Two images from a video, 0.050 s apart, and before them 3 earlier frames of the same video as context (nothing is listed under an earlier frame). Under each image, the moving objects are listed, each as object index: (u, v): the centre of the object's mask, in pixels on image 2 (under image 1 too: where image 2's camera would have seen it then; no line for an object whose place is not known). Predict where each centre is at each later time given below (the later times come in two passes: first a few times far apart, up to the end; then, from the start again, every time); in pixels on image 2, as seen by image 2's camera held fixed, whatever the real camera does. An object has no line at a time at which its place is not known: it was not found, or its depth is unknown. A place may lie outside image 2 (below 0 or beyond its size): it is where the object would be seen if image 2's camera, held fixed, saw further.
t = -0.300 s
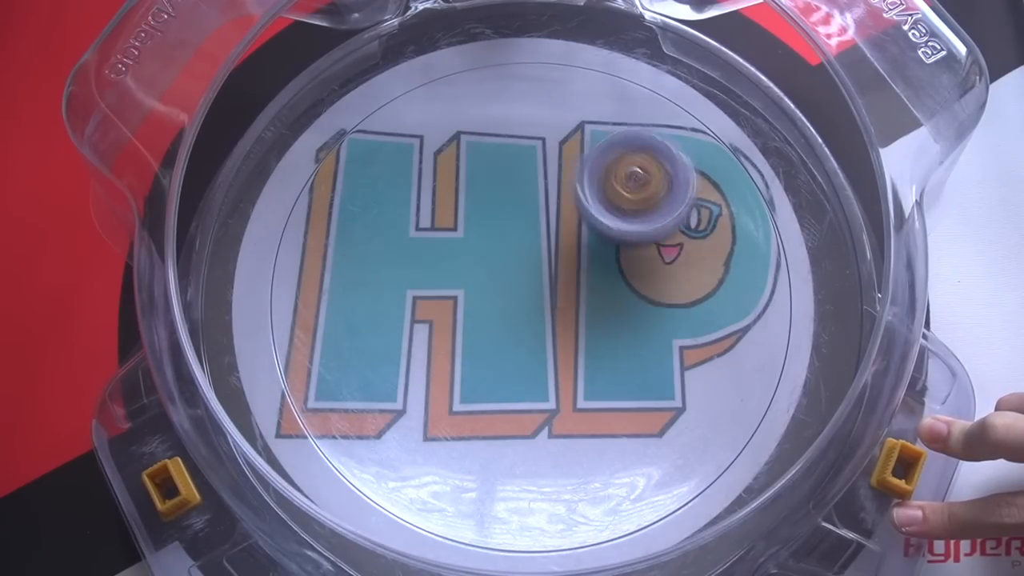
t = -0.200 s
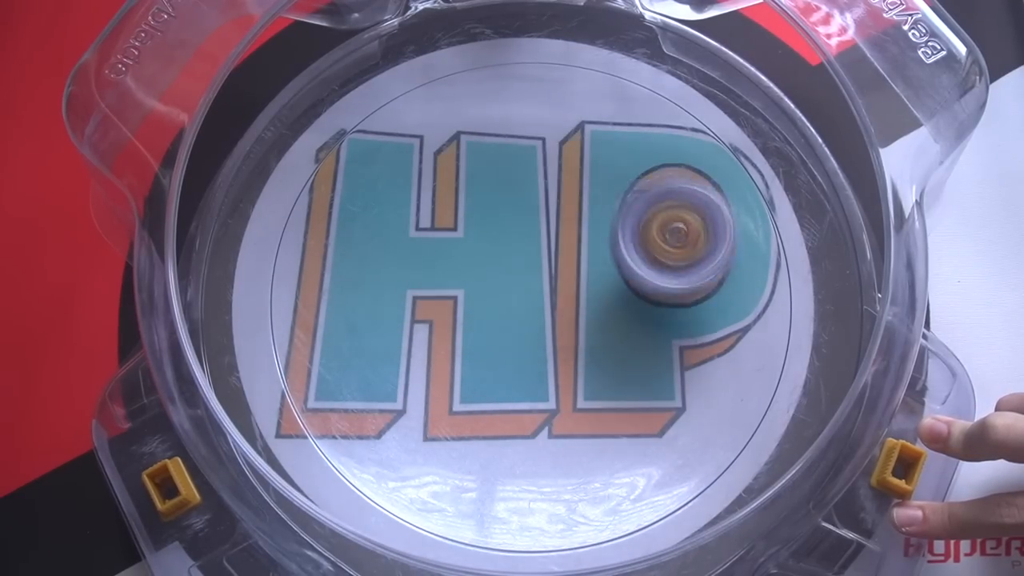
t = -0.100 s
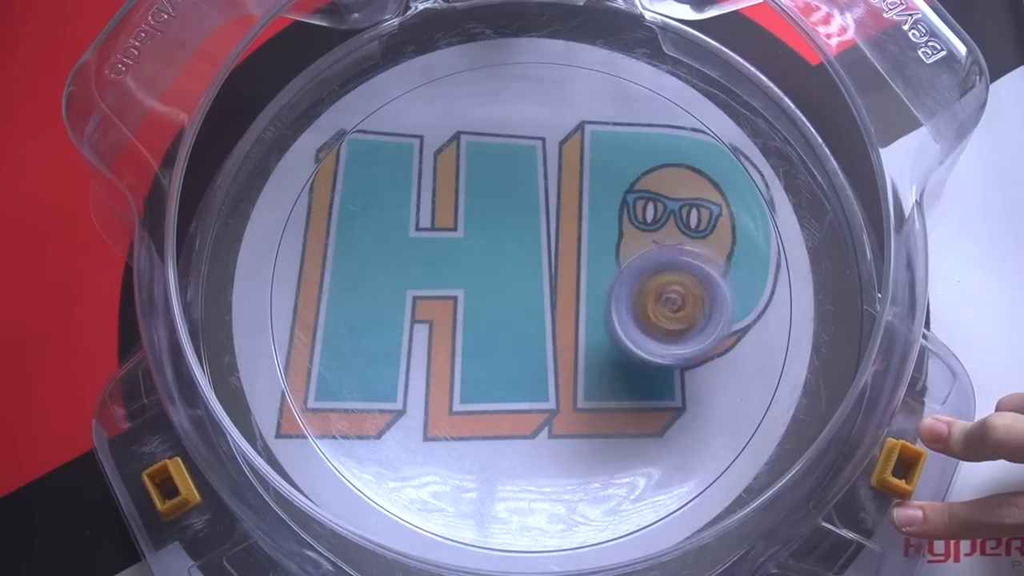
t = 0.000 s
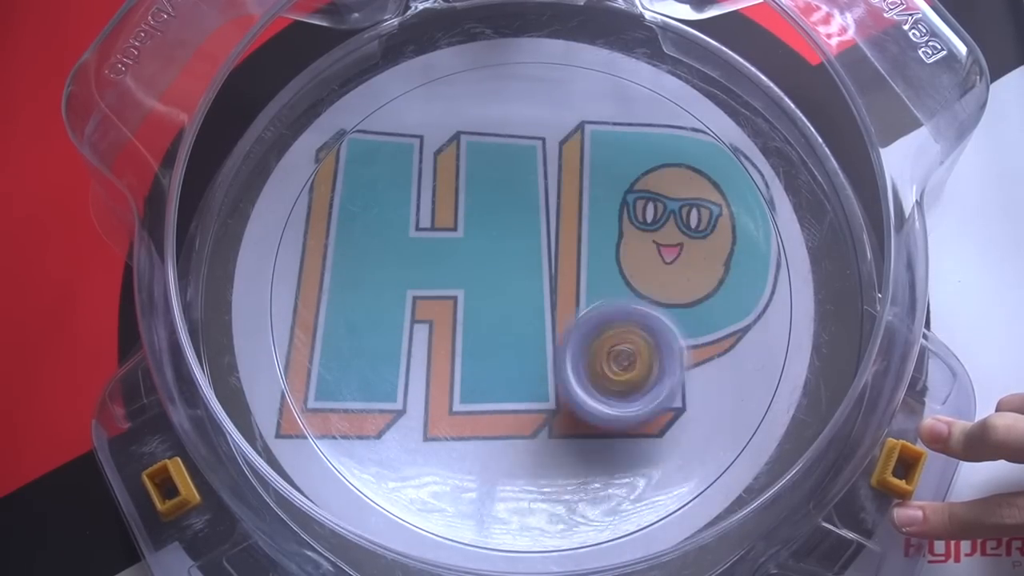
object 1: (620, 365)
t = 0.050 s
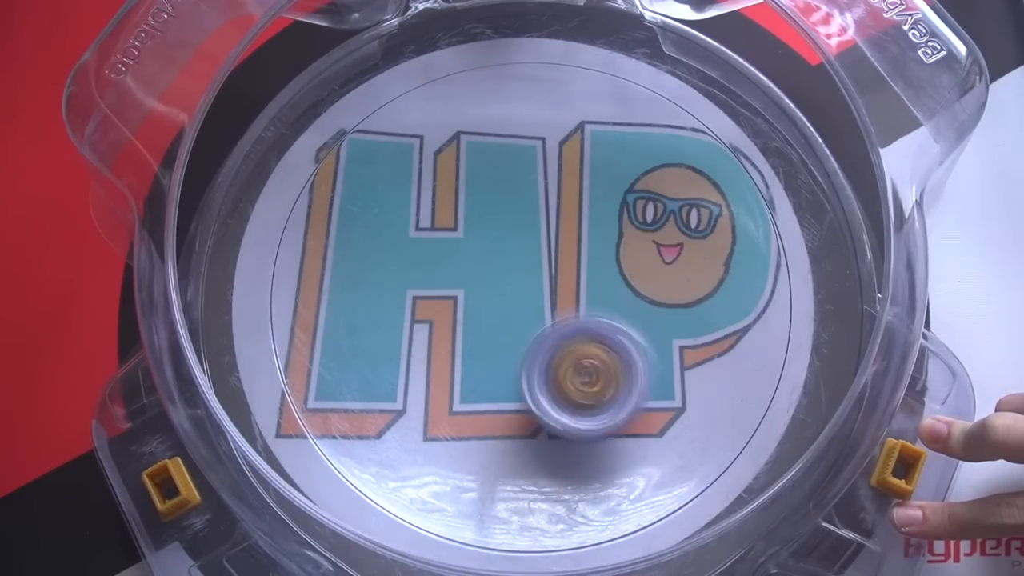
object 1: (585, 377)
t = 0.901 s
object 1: (620, 251)
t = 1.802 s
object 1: (541, 194)
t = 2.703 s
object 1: (423, 246)
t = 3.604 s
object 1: (473, 400)
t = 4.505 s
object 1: (655, 331)
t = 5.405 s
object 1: (557, 181)
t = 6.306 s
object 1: (439, 266)
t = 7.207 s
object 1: (508, 357)
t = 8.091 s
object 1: (598, 305)
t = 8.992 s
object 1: (553, 211)
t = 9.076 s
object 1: (584, 214)
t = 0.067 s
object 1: (572, 381)
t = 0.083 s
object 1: (558, 383)
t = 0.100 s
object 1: (546, 385)
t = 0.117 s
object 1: (533, 384)
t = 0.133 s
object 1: (521, 384)
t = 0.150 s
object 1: (508, 380)
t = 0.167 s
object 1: (497, 379)
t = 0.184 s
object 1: (484, 374)
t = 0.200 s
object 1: (473, 369)
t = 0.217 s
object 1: (462, 364)
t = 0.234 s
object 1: (454, 356)
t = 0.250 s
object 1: (442, 349)
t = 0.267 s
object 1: (433, 339)
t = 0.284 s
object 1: (425, 333)
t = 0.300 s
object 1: (418, 322)
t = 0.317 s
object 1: (412, 314)
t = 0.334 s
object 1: (407, 303)
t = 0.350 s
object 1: (403, 295)
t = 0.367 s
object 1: (399, 284)
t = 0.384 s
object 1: (397, 275)
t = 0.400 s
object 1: (395, 264)
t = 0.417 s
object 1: (396, 254)
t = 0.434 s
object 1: (396, 243)
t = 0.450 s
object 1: (398, 235)
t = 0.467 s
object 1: (400, 224)
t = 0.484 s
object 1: (405, 215)
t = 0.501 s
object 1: (408, 206)
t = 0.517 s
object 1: (414, 198)
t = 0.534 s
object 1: (420, 188)
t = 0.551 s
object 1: (430, 179)
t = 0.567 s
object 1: (438, 173)
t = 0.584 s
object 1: (448, 167)
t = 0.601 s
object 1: (457, 163)
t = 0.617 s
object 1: (468, 159)
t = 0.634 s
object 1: (478, 158)
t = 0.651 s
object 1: (490, 156)
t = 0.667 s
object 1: (501, 157)
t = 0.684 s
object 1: (512, 157)
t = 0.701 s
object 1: (524, 160)
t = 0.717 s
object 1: (534, 163)
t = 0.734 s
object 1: (545, 167)
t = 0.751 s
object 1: (554, 171)
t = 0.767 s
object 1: (565, 178)
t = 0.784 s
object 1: (574, 185)
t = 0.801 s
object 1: (583, 193)
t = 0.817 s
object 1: (590, 202)
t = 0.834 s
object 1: (598, 210)
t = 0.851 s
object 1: (604, 219)
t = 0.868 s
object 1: (611, 230)
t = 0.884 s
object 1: (616, 241)
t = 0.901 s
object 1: (620, 251)
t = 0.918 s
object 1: (622, 263)
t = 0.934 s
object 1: (625, 273)
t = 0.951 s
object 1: (625, 285)
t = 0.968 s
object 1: (626, 295)
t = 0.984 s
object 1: (625, 307)
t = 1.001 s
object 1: (624, 318)
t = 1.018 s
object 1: (622, 330)
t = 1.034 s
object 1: (619, 339)
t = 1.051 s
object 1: (615, 351)
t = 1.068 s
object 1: (609, 359)
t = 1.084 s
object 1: (603, 370)
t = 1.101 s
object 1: (596, 378)
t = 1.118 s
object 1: (589, 387)
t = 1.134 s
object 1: (580, 394)
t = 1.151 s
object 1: (572, 402)
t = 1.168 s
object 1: (561, 407)
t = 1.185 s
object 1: (551, 413)
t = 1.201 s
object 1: (540, 416)
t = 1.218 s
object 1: (530, 420)
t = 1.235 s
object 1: (518, 421)
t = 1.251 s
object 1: (507, 423)
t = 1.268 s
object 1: (495, 422)
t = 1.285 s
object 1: (485, 420)
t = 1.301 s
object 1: (473, 417)
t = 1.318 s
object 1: (463, 414)
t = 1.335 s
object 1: (452, 408)
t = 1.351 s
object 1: (444, 403)
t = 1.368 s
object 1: (434, 395)
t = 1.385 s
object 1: (428, 387)
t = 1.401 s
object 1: (420, 377)
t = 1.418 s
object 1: (416, 368)
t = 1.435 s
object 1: (411, 358)
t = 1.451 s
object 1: (409, 348)
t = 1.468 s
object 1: (406, 335)
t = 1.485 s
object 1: (407, 324)
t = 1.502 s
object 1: (406, 313)
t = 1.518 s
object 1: (408, 304)
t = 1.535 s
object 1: (409, 294)
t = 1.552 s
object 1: (414, 283)
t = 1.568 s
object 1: (418, 273)
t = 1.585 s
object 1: (424, 264)
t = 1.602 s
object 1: (429, 254)
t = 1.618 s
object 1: (437, 246)
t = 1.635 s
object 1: (444, 238)
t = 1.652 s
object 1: (453, 231)
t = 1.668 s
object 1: (461, 223)
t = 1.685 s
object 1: (471, 217)
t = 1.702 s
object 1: (480, 211)
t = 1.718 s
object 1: (490, 207)
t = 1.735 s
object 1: (499, 202)
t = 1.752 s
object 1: (511, 199)
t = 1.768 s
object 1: (521, 197)
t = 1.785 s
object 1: (531, 195)
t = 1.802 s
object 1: (541, 194)
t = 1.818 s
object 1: (552, 194)
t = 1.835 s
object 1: (563, 195)
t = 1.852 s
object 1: (574, 196)
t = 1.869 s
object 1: (584, 197)
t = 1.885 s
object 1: (594, 199)
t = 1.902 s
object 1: (604, 203)
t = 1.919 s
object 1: (614, 205)
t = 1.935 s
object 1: (622, 210)
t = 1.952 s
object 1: (631, 216)
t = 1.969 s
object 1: (637, 222)
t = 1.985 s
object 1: (647, 230)
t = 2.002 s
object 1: (652, 237)
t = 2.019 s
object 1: (658, 245)
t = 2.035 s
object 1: (663, 252)
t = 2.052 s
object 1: (666, 264)
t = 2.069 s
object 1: (668, 273)
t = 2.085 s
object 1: (670, 282)
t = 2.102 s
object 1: (670, 291)
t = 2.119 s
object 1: (671, 302)
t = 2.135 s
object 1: (669, 313)
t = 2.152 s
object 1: (667, 322)
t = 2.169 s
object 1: (663, 331)
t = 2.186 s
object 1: (660, 339)
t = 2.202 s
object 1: (653, 350)
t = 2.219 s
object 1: (647, 358)
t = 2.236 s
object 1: (637, 366)
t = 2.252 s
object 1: (630, 373)
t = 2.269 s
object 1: (622, 377)
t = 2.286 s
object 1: (608, 382)
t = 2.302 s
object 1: (597, 384)
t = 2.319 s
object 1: (586, 388)
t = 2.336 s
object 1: (573, 388)
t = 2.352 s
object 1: (561, 389)
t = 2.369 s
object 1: (548, 388)
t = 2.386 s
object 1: (537, 387)
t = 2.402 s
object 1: (525, 383)
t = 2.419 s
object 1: (514, 381)
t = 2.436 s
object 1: (504, 376)
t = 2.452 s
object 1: (492, 372)
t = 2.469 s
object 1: (483, 364)
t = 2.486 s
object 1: (474, 360)
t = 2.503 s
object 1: (466, 350)
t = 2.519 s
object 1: (459, 345)
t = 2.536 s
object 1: (452, 335)
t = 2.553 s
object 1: (446, 328)
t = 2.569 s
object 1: (441, 320)
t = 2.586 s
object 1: (435, 311)
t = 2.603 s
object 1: (433, 304)
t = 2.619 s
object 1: (429, 293)
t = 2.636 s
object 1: (427, 285)
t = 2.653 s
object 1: (423, 275)
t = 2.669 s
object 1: (423, 266)
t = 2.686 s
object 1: (422, 255)
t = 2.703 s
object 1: (423, 246)
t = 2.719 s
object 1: (424, 235)
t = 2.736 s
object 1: (427, 226)
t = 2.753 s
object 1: (429, 216)
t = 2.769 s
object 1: (434, 209)
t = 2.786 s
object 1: (438, 200)
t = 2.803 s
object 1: (444, 194)
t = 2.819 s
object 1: (450, 186)
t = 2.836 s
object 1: (456, 181)
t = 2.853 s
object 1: (464, 174)
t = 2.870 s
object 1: (469, 170)
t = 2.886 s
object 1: (479, 165)
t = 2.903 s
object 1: (486, 162)
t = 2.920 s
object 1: (496, 159)
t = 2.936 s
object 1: (505, 157)
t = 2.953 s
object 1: (516, 158)
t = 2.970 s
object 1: (524, 158)
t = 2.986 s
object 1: (534, 160)
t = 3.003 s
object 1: (543, 162)
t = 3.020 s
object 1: (553, 167)
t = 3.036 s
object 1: (562, 170)
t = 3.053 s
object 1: (572, 177)
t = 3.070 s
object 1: (580, 183)
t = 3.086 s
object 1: (588, 190)
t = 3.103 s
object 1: (595, 197)
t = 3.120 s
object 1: (601, 205)
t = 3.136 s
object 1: (607, 213)
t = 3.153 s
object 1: (610, 223)
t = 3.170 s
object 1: (615, 232)
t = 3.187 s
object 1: (617, 242)
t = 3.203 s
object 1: (620, 251)
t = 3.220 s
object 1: (619, 262)
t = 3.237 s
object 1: (620, 271)
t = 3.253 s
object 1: (618, 282)
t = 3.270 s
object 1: (618, 292)
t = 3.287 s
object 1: (615, 302)
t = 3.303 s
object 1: (614, 313)
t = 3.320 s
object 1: (611, 321)
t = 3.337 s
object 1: (607, 332)
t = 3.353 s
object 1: (603, 340)
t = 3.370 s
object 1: (598, 350)
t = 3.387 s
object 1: (591, 357)
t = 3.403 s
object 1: (585, 366)
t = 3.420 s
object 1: (578, 371)
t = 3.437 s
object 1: (570, 379)
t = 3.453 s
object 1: (562, 384)
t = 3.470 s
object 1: (552, 390)
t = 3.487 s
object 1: (544, 394)
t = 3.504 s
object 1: (534, 398)
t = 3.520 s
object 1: (525, 400)
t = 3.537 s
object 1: (514, 401)
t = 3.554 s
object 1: (505, 403)
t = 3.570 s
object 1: (495, 402)
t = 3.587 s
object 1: (484, 402)
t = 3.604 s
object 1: (473, 400)
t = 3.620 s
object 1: (463, 398)
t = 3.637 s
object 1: (455, 392)
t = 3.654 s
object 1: (446, 389)
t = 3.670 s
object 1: (439, 381)
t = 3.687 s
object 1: (432, 377)
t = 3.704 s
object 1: (427, 370)
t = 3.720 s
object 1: (420, 364)
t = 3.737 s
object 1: (416, 355)
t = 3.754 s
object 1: (411, 346)
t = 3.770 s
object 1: (409, 337)
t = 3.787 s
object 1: (407, 326)
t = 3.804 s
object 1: (406, 318)
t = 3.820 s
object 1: (406, 307)
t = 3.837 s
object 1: (408, 298)
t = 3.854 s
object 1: (412, 289)
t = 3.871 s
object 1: (415, 280)
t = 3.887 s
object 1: (419, 272)
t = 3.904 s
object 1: (423, 263)
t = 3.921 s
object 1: (429, 257)
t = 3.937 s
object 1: (435, 248)
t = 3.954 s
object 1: (443, 242)
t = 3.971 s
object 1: (451, 235)
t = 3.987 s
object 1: (460, 230)
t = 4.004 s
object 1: (467, 224)
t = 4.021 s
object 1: (476, 219)
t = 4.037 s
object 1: (485, 214)
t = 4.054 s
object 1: (492, 211)
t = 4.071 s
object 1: (503, 209)
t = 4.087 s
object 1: (511, 207)
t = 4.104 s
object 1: (522, 207)
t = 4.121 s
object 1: (531, 205)
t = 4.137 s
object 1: (542, 206)
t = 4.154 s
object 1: (552, 206)
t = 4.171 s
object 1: (562, 209)
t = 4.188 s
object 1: (571, 210)
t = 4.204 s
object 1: (578, 212)
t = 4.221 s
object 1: (588, 213)
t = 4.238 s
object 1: (594, 217)
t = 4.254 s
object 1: (603, 220)
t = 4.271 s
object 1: (612, 223)
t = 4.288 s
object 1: (620, 229)
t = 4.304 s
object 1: (627, 234)
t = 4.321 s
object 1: (634, 242)
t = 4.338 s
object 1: (640, 248)
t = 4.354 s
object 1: (645, 256)
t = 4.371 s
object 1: (650, 263)
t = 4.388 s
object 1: (653, 271)
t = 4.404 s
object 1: (656, 278)
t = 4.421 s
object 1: (656, 285)
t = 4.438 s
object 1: (658, 293)
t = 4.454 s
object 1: (659, 301)
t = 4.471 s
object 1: (659, 312)
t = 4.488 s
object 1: (658, 320)
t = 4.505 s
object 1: (655, 331)
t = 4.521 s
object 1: (653, 338)
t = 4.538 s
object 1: (646, 346)
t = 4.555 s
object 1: (641, 352)
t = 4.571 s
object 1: (633, 359)
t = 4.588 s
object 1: (628, 366)
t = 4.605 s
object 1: (619, 370)
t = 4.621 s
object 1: (608, 376)
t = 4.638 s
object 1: (599, 377)
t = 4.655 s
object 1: (589, 381)
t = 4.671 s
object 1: (581, 383)
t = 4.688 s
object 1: (570, 385)
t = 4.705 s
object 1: (560, 385)
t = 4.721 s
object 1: (548, 384)
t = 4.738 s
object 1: (538, 383)
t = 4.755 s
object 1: (527, 379)
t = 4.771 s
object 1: (516, 376)
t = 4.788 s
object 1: (510, 373)
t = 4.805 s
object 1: (499, 368)
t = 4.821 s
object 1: (491, 363)
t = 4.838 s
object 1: (482, 357)
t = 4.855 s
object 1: (475, 352)
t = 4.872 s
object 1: (467, 343)
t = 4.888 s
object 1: (460, 337)
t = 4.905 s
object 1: (455, 328)
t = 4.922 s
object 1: (450, 320)
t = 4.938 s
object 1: (447, 313)
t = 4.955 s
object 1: (442, 305)
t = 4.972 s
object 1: (439, 297)
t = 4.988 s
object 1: (436, 287)
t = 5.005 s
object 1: (434, 279)
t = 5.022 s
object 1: (433, 269)
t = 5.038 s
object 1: (433, 261)
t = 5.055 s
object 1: (435, 253)
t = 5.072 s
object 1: (433, 245)
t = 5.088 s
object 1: (436, 238)
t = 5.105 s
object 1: (436, 229)
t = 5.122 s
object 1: (440, 222)
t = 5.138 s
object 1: (443, 213)
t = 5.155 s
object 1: (447, 207)
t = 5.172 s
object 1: (452, 202)
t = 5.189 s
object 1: (456, 195)
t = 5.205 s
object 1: (462, 189)
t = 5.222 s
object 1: (468, 183)
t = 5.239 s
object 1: (476, 180)
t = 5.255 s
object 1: (483, 175)
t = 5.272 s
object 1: (489, 173)
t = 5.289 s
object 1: (498, 170)
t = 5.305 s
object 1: (505, 168)
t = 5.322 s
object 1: (515, 169)
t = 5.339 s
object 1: (523, 169)
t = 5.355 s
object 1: (533, 172)
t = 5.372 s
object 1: (542, 173)
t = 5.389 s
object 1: (548, 178)
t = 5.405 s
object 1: (557, 181)
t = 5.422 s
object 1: (563, 185)
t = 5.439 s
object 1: (571, 191)
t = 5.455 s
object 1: (578, 195)
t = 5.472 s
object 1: (584, 203)
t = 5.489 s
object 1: (591, 209)
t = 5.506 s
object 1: (595, 218)
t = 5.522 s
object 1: (600, 225)
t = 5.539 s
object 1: (602, 233)
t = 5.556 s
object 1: (605, 241)
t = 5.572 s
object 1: (608, 248)
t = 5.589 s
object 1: (609, 259)
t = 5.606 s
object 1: (611, 268)
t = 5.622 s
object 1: (610, 278)
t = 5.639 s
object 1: (610, 287)
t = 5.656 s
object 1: (607, 295)
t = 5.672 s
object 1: (606, 304)
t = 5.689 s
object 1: (605, 311)
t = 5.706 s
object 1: (602, 321)
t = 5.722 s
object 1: (599, 330)
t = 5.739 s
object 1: (594, 339)
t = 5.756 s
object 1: (590, 347)
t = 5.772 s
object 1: (584, 353)
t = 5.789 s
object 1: (579, 360)
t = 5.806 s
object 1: (574, 363)
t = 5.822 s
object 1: (567, 371)
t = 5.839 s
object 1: (560, 375)
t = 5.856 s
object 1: (552, 381)
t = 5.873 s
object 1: (544, 386)
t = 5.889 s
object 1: (536, 388)
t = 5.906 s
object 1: (527, 391)
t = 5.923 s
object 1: (518, 391)
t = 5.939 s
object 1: (510, 393)
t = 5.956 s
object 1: (503, 394)
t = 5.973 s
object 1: (494, 395)
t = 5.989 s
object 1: (485, 394)
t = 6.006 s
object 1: (475, 390)
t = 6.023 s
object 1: (467, 387)
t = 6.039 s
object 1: (460, 382)
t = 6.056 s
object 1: (452, 381)
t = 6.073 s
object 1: (447, 376)
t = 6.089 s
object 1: (439, 368)
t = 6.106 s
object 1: (434, 363)
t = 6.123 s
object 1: (430, 352)
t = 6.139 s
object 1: (427, 347)
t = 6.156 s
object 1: (426, 340)
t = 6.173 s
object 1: (422, 331)
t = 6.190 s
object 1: (422, 323)
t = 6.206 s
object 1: (421, 314)
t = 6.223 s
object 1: (422, 305)
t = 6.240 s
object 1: (425, 299)
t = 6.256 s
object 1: (426, 288)
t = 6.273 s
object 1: (430, 281)
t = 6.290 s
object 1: (434, 273)
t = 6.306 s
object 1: (439, 266)
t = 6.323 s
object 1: (445, 259)
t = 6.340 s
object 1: (449, 253)
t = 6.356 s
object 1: (456, 247)
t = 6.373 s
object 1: (462, 241)
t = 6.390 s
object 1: (470, 236)
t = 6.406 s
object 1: (477, 231)
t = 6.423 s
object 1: (483, 227)
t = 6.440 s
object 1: (491, 224)
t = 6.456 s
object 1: (500, 220)
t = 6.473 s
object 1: (508, 218)
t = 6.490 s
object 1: (517, 215)
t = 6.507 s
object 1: (524, 215)
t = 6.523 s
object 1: (532, 213)
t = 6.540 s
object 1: (540, 212)
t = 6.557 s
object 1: (550, 213)
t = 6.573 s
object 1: (559, 213)
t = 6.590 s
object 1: (566, 215)
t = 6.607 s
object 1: (574, 214)
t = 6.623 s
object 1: (580, 215)
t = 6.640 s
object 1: (590, 219)
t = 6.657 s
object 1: (598, 221)
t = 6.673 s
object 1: (604, 225)
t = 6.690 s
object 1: (612, 228)
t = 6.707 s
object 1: (616, 231)
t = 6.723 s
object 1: (623, 237)
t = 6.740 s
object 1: (629, 241)
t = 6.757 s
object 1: (634, 249)
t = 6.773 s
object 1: (639, 254)
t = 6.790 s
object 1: (639, 259)
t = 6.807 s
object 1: (643, 266)
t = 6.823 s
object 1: (646, 273)
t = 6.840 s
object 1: (646, 283)
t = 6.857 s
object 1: (648, 290)
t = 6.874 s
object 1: (644, 296)
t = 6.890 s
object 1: (644, 304)
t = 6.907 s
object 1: (643, 311)
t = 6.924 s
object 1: (639, 320)
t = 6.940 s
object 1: (636, 327)
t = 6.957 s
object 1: (630, 333)
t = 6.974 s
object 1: (626, 339)
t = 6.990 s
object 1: (619, 343)
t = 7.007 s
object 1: (612, 350)
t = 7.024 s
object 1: (605, 354)
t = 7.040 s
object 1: (596, 358)
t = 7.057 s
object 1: (588, 361)
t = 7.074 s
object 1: (579, 361)
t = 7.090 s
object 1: (568, 364)
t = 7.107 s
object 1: (562, 365)
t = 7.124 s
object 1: (553, 365)
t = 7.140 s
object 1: (543, 365)
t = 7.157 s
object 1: (533, 362)
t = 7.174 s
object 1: (524, 362)
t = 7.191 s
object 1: (517, 360)
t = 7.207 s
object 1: (508, 357)
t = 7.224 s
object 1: (500, 354)
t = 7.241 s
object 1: (492, 349)
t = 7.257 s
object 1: (483, 346)
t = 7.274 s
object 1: (479, 341)
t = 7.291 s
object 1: (470, 335)
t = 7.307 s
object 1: (464, 330)
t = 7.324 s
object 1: (460, 321)
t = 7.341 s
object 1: (454, 317)
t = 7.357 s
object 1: (451, 312)
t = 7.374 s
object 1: (446, 304)
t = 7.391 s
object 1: (443, 298)
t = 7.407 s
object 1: (441, 289)
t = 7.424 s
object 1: (438, 284)
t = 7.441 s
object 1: (435, 277)
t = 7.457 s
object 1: (434, 269)
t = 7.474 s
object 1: (434, 262)
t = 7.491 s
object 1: (436, 256)
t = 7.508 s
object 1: (434, 248)
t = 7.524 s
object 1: (436, 241)
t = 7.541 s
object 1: (438, 232)
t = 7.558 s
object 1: (441, 228)
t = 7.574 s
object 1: (444, 223)
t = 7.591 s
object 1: (447, 215)
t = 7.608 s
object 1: (453, 210)
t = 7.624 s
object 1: (459, 205)
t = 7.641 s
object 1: (463, 202)
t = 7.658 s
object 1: (469, 197)
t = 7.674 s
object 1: (476, 193)
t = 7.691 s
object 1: (483, 191)
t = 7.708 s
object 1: (491, 190)
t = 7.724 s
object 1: (495, 189)
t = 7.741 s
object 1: (505, 190)
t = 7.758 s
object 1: (514, 189)
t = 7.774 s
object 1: (521, 192)
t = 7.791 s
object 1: (528, 193)
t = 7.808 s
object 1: (533, 196)
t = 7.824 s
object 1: (543, 200)
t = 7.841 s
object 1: (551, 204)
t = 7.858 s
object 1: (556, 210)
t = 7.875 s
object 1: (562, 214)
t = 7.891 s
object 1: (567, 218)
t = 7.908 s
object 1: (574, 226)
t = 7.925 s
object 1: (580, 232)
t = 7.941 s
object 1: (581, 240)
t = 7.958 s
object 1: (585, 245)
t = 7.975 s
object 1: (590, 251)
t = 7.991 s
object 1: (592, 260)
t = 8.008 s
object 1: (596, 268)
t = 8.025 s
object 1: (595, 274)
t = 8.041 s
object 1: (596, 281)
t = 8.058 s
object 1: (599, 289)
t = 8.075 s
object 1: (599, 299)
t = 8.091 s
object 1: (598, 305)
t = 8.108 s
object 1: (597, 311)
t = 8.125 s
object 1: (596, 320)
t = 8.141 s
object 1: (596, 327)
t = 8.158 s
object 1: (592, 336)
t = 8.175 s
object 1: (589, 341)
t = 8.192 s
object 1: (586, 347)
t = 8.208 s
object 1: (582, 356)
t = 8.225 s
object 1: (578, 361)
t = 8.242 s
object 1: (572, 365)
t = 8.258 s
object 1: (567, 371)
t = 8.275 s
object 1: (560, 374)
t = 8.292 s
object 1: (554, 379)
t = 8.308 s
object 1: (549, 383)
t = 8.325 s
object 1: (541, 383)
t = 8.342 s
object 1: (533, 386)
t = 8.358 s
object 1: (528, 388)
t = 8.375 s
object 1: (519, 388)
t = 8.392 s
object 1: (511, 389)
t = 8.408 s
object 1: (505, 385)
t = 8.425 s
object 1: (498, 387)
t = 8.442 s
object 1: (492, 385)
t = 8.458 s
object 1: (483, 378)
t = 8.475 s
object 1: (476, 375)
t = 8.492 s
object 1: (472, 371)
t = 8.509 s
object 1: (465, 365)
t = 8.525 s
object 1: (461, 359)
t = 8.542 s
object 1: (459, 352)
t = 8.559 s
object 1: (455, 348)
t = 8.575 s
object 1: (452, 340)
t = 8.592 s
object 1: (450, 333)
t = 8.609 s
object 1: (449, 324)
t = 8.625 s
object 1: (450, 318)
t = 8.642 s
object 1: (448, 310)
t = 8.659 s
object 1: (450, 303)
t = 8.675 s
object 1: (453, 295)
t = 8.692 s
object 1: (452, 288)
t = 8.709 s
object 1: (456, 281)
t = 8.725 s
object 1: (460, 274)
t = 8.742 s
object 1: (463, 268)
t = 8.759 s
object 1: (467, 261)
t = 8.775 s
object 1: (471, 253)
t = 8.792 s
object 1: (476, 249)
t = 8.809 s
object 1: (482, 243)
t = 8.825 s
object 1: (485, 238)
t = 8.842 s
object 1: (493, 233)
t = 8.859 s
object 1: (499, 229)
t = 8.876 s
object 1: (504, 226)
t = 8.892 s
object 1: (510, 222)
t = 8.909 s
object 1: (517, 218)
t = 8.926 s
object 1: (525, 217)
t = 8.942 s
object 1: (530, 215)
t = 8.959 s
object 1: (536, 212)
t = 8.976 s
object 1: (545, 212)
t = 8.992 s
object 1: (553, 211)
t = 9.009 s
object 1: (556, 210)
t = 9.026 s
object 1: (565, 211)
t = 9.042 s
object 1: (572, 212)
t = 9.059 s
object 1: (578, 214)
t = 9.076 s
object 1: (584, 214)
